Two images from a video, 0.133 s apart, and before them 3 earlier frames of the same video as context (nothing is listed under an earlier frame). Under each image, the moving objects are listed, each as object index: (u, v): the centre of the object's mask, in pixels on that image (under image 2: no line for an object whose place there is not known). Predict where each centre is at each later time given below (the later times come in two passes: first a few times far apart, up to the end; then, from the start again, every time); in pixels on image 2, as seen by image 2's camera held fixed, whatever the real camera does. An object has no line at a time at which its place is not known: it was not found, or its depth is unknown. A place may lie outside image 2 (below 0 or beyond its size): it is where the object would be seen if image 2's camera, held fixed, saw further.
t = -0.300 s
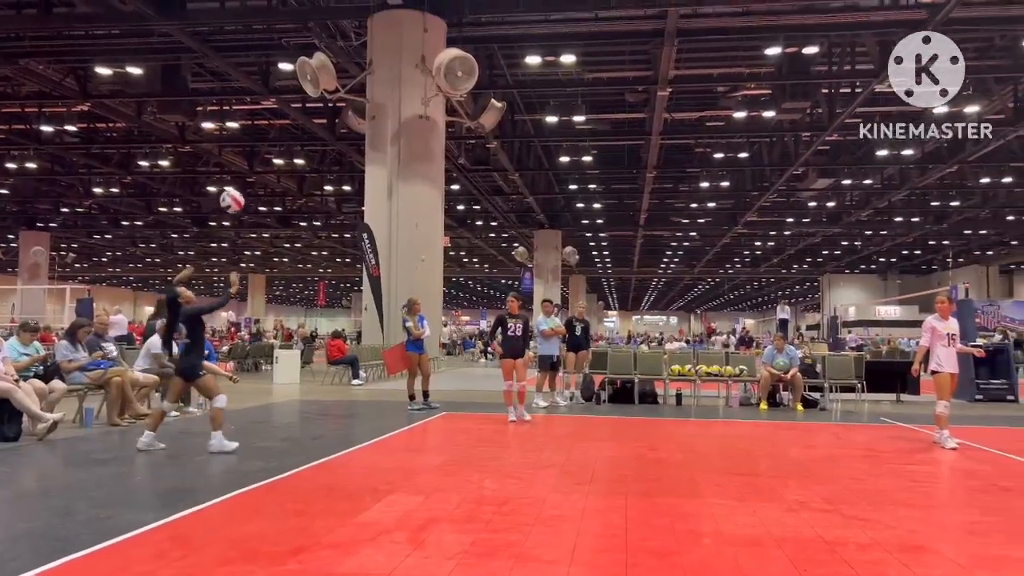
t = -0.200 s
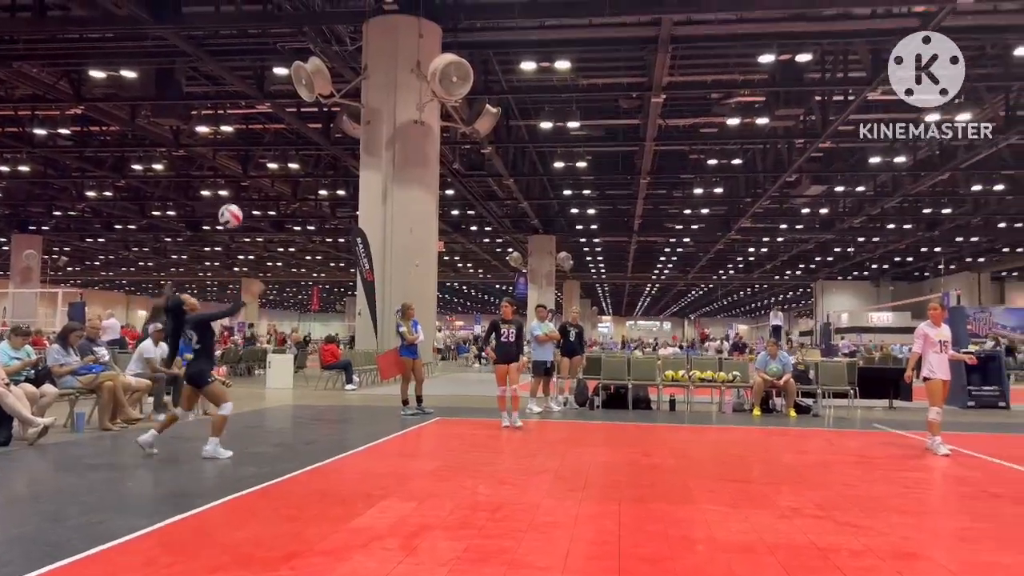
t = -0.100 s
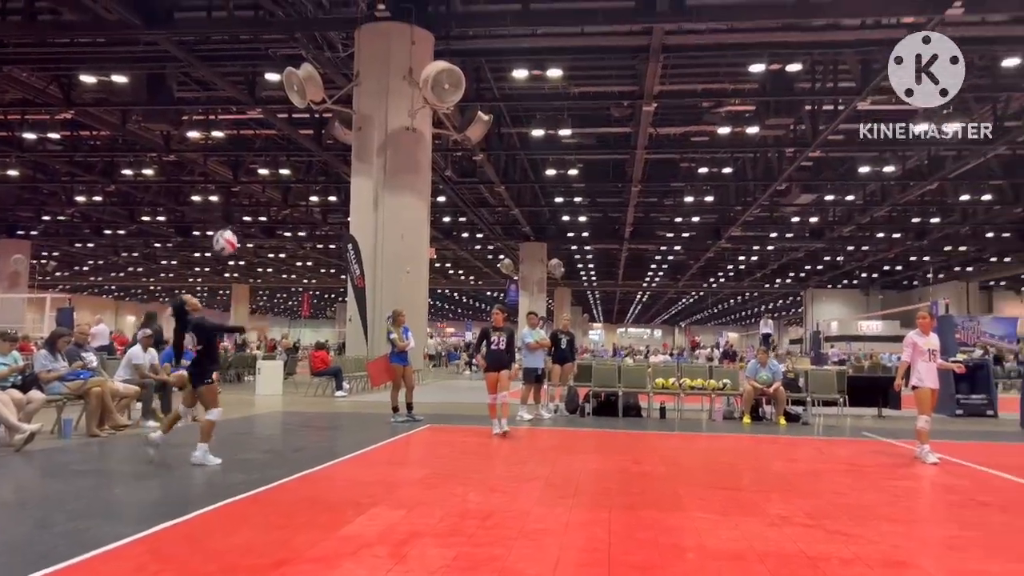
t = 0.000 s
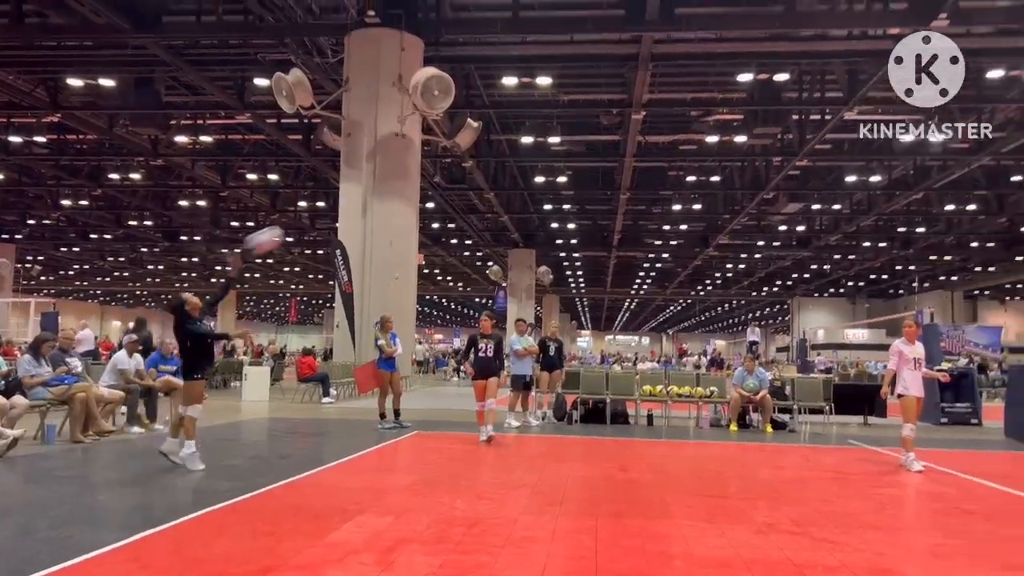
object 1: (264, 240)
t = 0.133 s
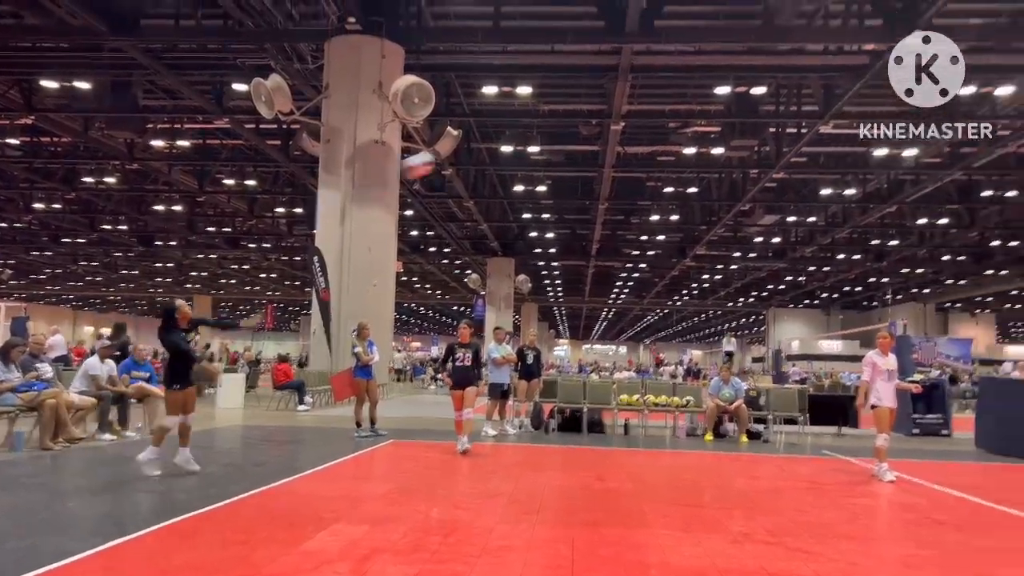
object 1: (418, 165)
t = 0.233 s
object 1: (541, 118)
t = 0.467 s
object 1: (802, 45)
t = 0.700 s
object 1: (1042, 30)
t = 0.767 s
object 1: (1108, 35)
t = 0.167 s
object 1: (459, 148)
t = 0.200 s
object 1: (501, 132)
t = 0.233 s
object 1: (541, 118)
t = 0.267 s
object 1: (580, 103)
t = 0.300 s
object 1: (619, 91)
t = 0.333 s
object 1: (656, 79)
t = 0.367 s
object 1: (693, 68)
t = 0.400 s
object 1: (730, 60)
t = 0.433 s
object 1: (766, 52)
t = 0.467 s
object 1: (802, 45)
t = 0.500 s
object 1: (838, 40)
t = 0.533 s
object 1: (872, 36)
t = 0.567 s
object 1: (908, 32)
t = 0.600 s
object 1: (941, 30)
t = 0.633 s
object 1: (975, 30)
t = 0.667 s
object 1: (1009, 29)
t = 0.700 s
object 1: (1042, 30)
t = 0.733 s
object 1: (1075, 32)
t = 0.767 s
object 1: (1108, 35)
